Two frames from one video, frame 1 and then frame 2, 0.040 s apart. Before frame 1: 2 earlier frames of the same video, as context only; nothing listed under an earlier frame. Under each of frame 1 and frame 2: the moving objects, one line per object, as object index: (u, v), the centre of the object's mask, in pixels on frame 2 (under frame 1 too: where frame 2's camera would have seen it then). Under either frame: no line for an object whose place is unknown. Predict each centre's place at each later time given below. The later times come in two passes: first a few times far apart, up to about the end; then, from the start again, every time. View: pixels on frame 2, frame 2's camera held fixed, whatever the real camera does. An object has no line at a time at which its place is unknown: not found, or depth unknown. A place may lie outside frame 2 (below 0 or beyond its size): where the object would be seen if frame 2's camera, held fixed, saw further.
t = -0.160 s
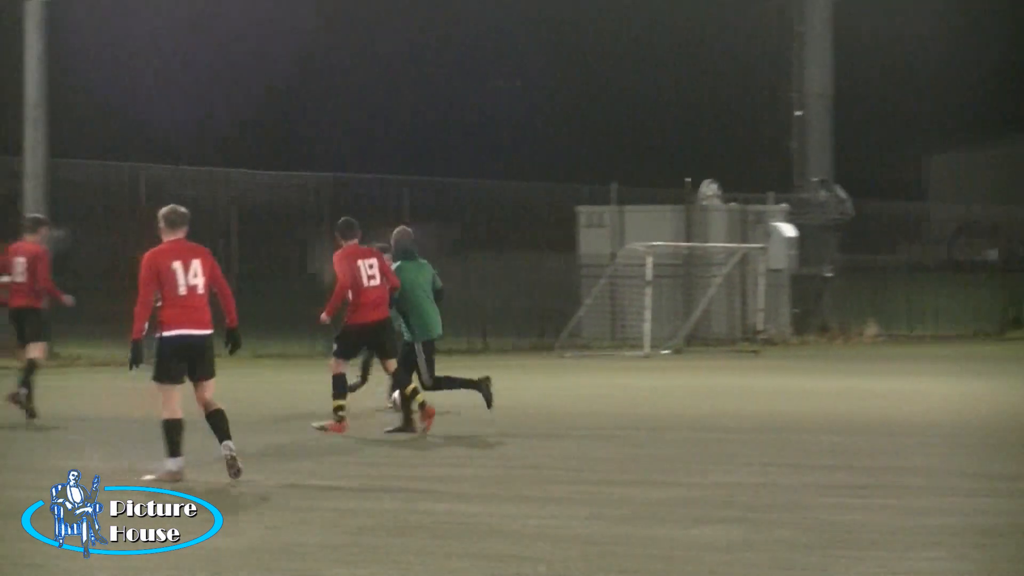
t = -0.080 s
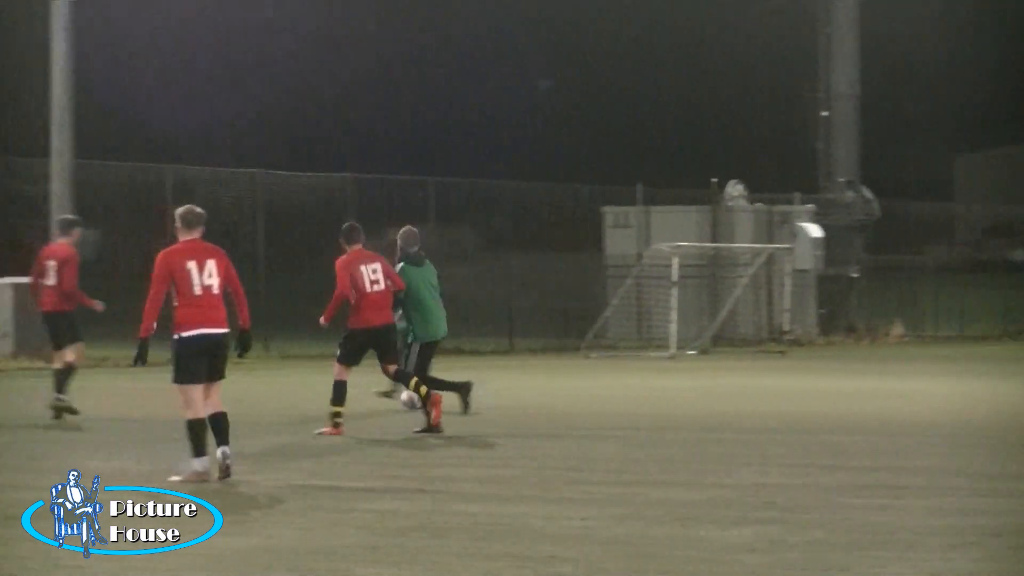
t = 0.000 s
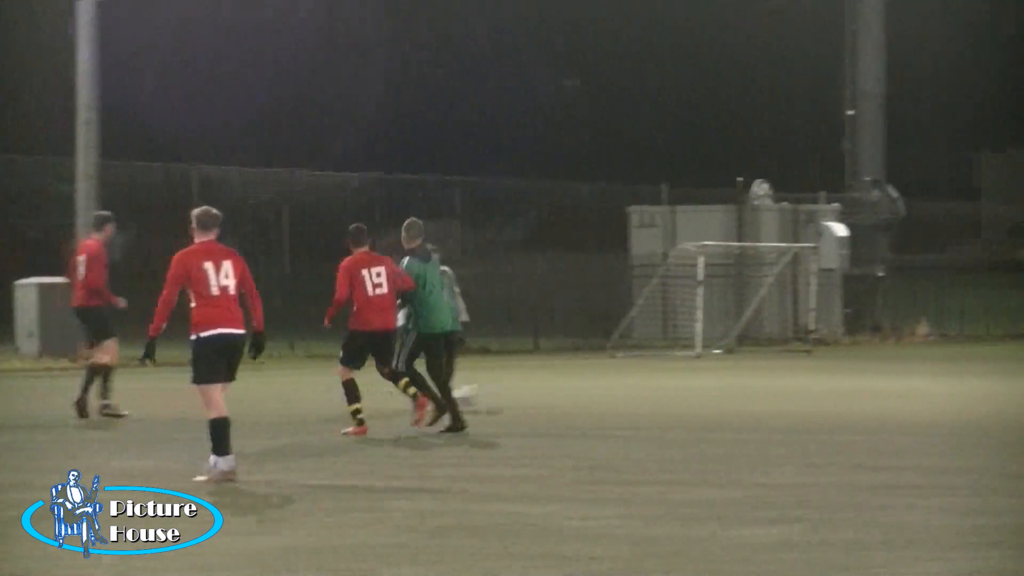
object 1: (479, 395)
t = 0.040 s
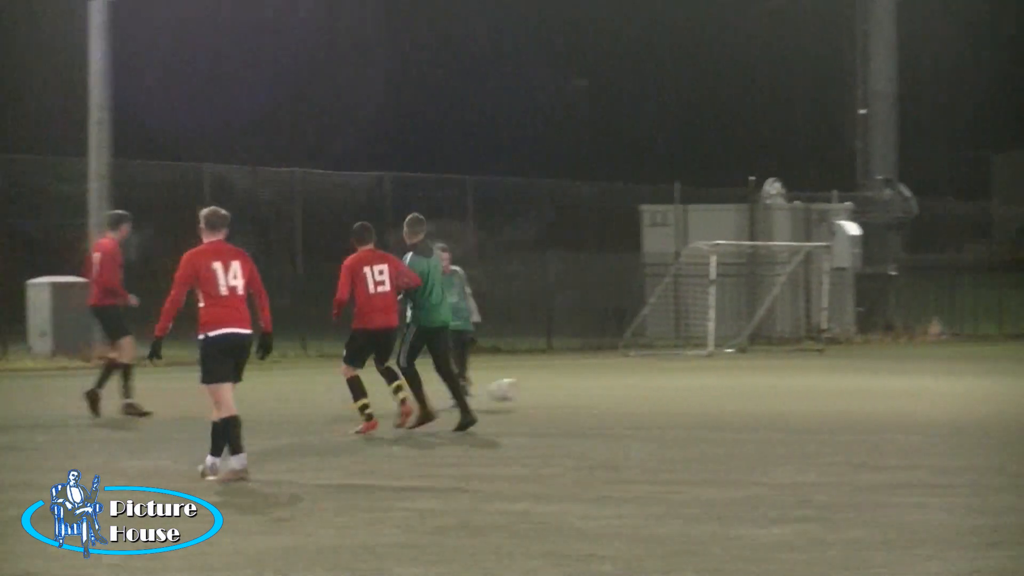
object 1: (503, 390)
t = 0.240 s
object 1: (637, 391)
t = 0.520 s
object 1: (819, 401)
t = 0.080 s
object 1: (529, 387)
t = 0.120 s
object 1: (555, 385)
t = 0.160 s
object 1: (581, 385)
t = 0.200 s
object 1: (608, 388)
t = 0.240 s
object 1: (637, 391)
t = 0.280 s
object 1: (662, 397)
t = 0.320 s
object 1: (691, 405)
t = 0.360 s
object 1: (716, 402)
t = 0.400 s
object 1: (741, 399)
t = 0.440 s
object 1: (765, 399)
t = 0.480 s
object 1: (792, 398)
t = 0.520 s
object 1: (819, 401)
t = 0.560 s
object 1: (844, 405)
